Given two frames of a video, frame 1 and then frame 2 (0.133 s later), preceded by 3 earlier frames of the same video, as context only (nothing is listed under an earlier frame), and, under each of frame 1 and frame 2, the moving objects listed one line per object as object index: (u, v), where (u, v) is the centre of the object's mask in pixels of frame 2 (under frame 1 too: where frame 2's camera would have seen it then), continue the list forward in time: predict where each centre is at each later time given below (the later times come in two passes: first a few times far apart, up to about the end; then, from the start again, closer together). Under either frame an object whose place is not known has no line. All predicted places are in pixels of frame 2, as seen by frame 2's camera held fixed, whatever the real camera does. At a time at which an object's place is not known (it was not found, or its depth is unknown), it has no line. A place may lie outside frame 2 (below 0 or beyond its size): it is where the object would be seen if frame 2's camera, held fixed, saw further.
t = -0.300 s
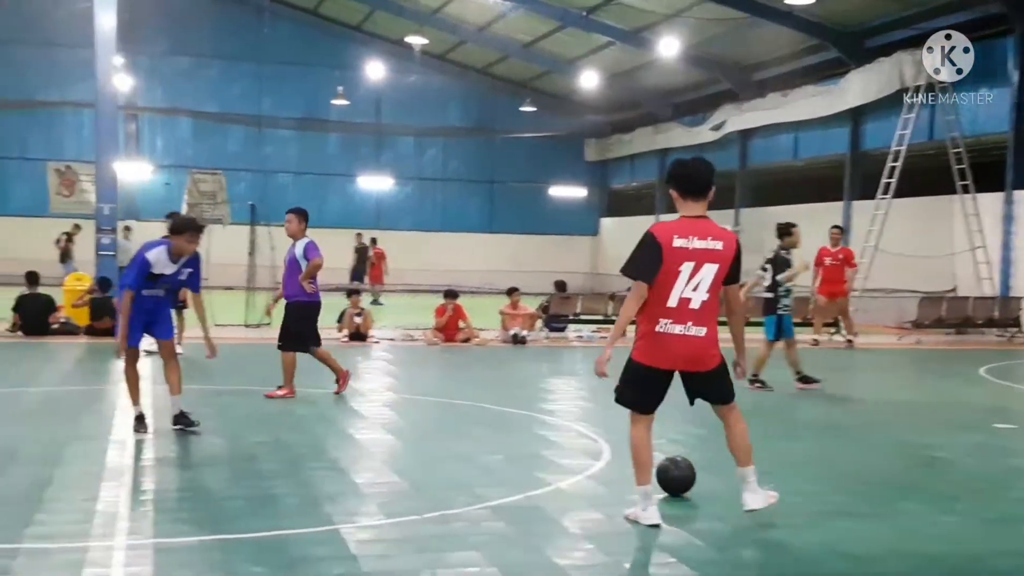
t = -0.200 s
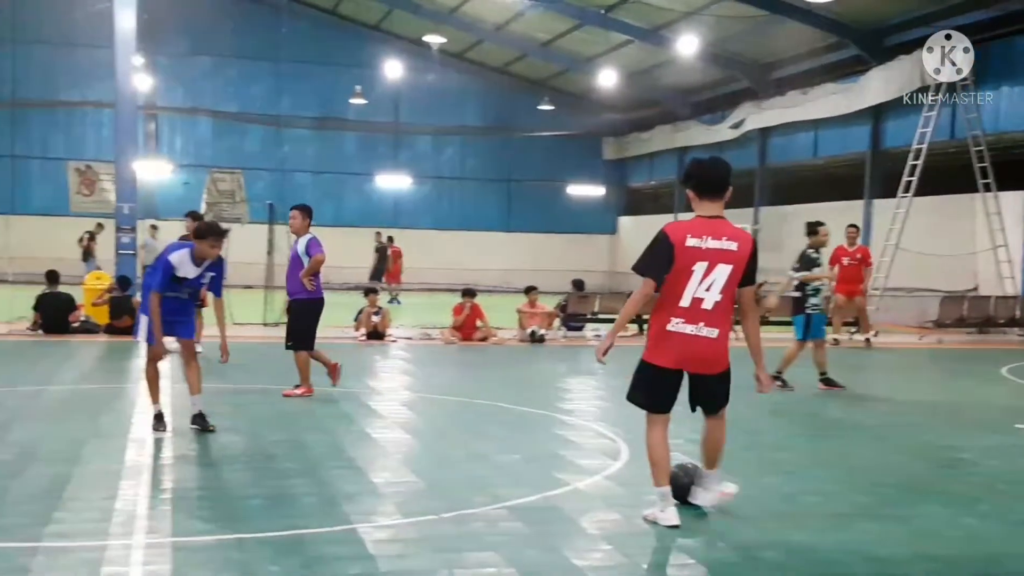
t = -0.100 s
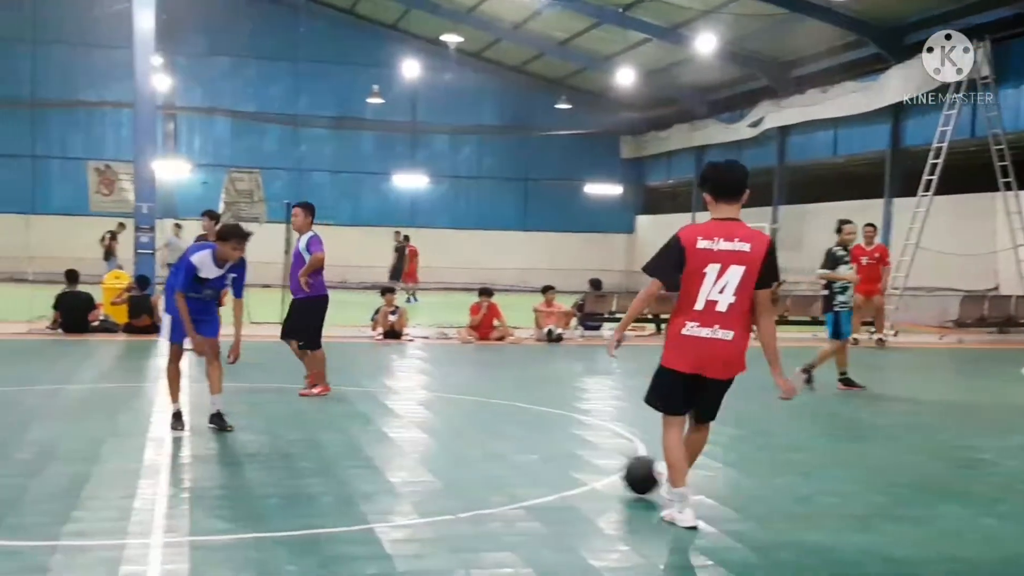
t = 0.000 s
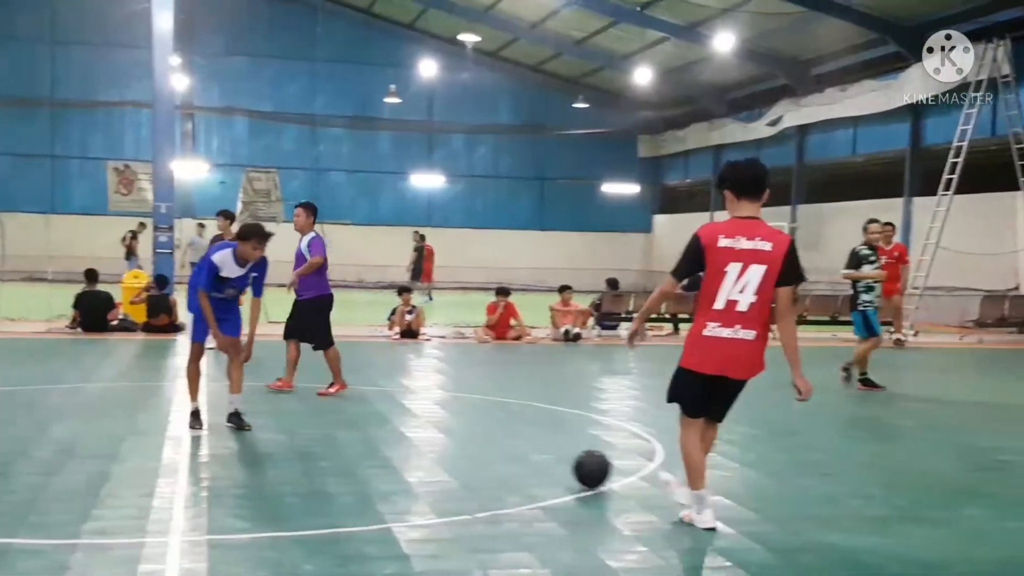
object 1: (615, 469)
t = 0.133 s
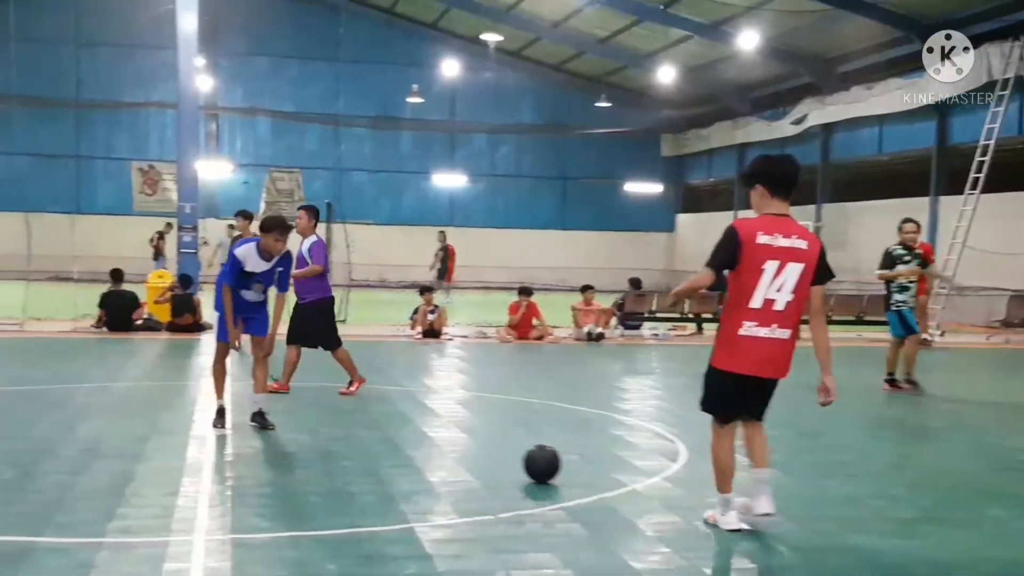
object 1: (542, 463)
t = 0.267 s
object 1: (479, 458)
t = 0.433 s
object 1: (405, 452)
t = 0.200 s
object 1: (510, 461)
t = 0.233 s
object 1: (494, 459)
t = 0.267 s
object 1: (479, 458)
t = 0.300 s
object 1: (464, 456)
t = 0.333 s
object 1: (449, 456)
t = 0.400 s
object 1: (419, 453)
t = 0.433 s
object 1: (405, 452)
